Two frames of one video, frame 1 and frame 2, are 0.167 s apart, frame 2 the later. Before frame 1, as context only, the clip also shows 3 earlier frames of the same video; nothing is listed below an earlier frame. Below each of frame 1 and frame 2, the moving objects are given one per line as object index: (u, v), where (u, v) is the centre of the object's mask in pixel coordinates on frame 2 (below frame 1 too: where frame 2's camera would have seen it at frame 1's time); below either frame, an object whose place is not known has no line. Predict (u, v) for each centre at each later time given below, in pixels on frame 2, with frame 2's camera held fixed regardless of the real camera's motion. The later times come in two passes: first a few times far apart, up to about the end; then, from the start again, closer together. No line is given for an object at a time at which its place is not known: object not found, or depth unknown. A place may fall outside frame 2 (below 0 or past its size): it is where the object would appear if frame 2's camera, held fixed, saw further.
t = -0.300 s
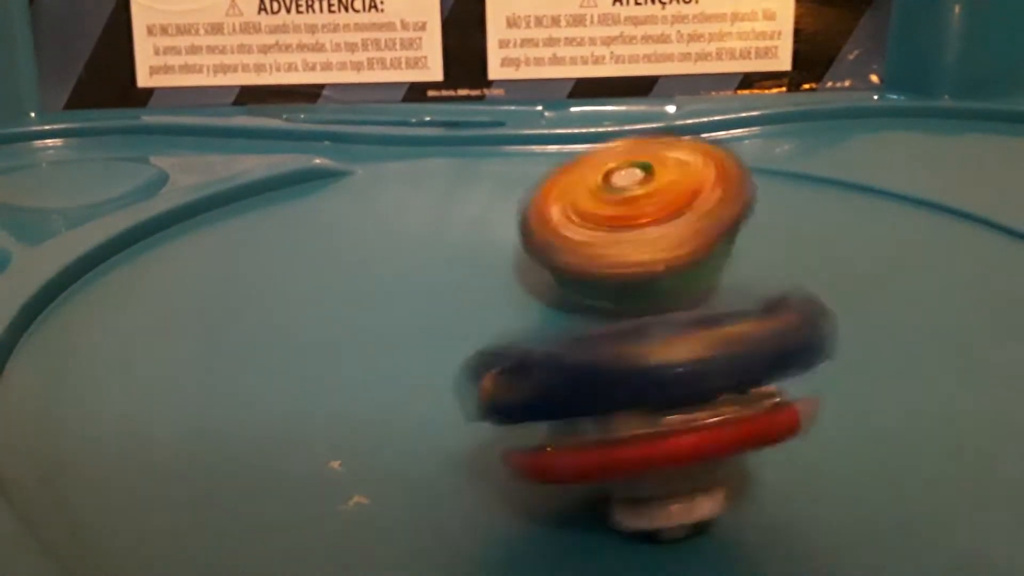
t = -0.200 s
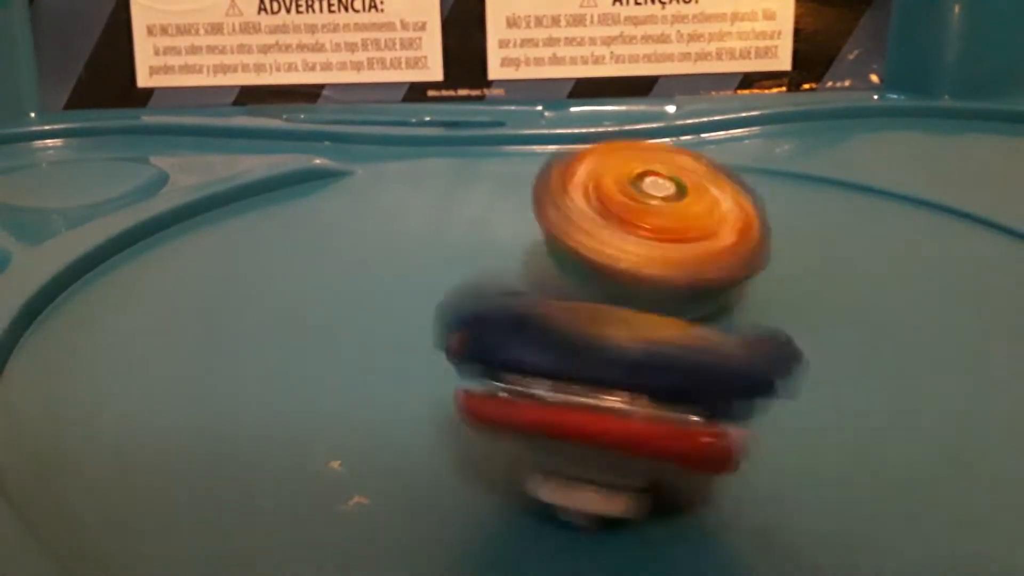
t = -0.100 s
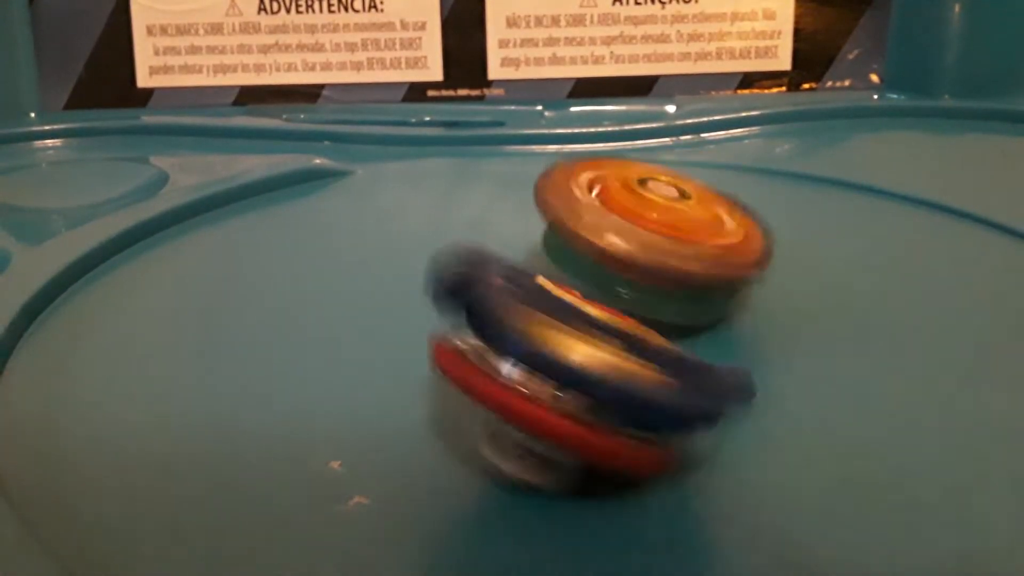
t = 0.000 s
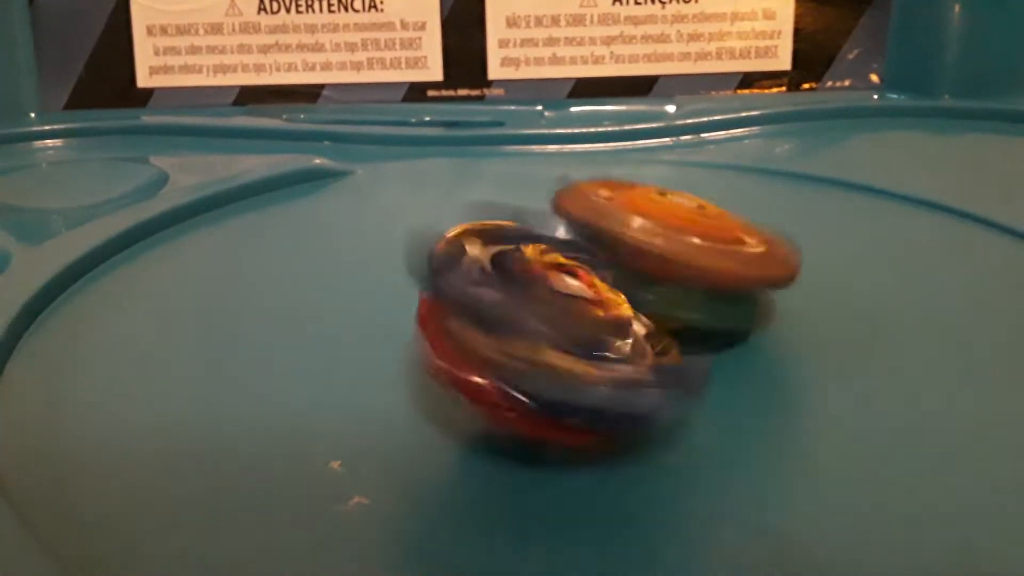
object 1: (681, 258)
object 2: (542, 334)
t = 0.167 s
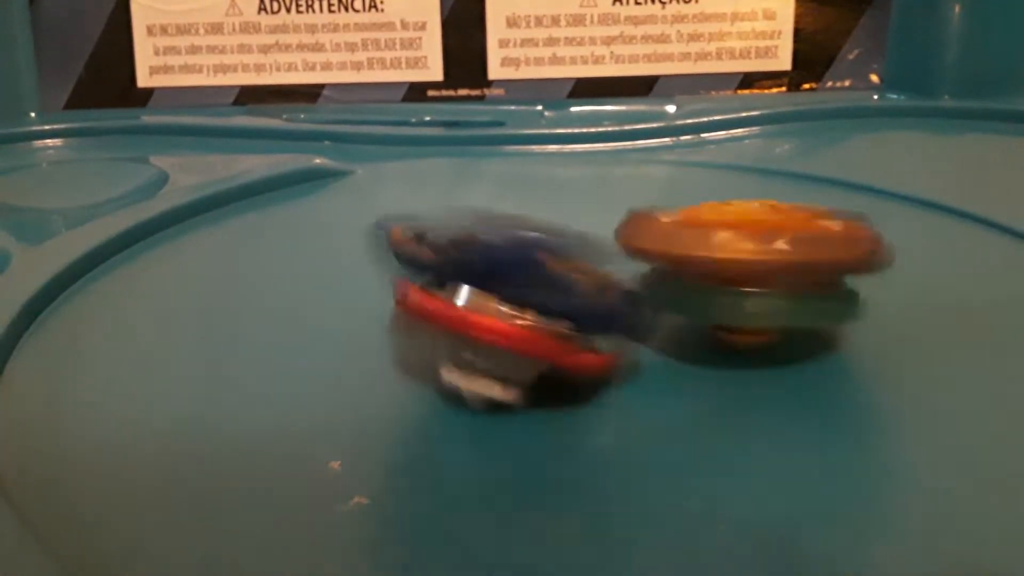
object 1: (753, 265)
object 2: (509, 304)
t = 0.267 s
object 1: (791, 277)
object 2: (516, 283)
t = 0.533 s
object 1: (821, 262)
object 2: (535, 265)
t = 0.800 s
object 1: (812, 288)
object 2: (501, 270)
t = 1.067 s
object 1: (813, 309)
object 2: (524, 269)
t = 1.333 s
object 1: (784, 336)
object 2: (532, 259)
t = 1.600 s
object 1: (735, 342)
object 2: (526, 257)
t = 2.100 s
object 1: (717, 342)
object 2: (515, 257)
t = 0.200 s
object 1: (763, 277)
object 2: (511, 302)
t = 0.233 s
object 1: (773, 279)
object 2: (522, 289)
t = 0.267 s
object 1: (791, 277)
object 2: (516, 283)
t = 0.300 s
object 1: (811, 272)
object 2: (518, 281)
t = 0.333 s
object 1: (822, 268)
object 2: (521, 283)
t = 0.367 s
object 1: (830, 265)
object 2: (526, 274)
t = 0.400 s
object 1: (840, 260)
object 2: (530, 273)
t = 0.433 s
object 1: (839, 262)
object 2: (536, 270)
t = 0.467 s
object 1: (831, 266)
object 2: (541, 266)
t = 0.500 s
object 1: (828, 264)
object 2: (540, 264)
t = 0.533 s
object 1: (821, 262)
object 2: (535, 265)
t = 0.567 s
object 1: (812, 263)
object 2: (535, 267)
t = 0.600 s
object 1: (802, 268)
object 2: (529, 265)
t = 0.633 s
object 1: (792, 273)
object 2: (538, 258)
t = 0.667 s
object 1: (798, 280)
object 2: (521, 256)
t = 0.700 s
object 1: (803, 279)
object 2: (501, 259)
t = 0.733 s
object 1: (803, 281)
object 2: (497, 265)
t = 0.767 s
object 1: (808, 284)
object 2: (497, 267)
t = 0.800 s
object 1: (812, 288)
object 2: (501, 270)
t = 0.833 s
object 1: (814, 290)
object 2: (502, 266)
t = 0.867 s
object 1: (815, 292)
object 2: (507, 263)
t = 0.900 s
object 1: (813, 293)
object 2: (508, 264)
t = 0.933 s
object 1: (812, 302)
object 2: (508, 266)
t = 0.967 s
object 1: (812, 301)
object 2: (510, 270)
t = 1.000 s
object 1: (812, 303)
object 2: (512, 269)
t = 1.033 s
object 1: (812, 308)
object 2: (516, 269)
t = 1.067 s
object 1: (813, 309)
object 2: (524, 269)
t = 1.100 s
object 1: (809, 316)
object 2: (532, 268)
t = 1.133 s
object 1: (808, 315)
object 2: (534, 267)
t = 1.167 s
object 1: (798, 320)
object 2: (531, 271)
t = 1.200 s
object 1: (790, 324)
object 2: (530, 273)
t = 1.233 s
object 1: (786, 326)
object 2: (531, 268)
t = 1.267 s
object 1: (782, 329)
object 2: (531, 263)
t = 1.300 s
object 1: (785, 332)
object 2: (532, 260)
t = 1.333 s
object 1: (784, 336)
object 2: (532, 259)
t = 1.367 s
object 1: (782, 337)
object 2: (532, 259)
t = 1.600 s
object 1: (735, 342)
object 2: (526, 257)
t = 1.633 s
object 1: (725, 336)
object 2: (523, 256)
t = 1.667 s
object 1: (720, 337)
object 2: (520, 255)
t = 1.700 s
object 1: (722, 340)
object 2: (519, 255)
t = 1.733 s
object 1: (728, 340)
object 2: (516, 257)
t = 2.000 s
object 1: (735, 351)
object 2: (518, 260)
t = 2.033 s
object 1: (730, 349)
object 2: (517, 259)
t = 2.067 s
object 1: (723, 346)
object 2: (517, 259)
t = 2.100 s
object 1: (717, 342)
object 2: (515, 257)
